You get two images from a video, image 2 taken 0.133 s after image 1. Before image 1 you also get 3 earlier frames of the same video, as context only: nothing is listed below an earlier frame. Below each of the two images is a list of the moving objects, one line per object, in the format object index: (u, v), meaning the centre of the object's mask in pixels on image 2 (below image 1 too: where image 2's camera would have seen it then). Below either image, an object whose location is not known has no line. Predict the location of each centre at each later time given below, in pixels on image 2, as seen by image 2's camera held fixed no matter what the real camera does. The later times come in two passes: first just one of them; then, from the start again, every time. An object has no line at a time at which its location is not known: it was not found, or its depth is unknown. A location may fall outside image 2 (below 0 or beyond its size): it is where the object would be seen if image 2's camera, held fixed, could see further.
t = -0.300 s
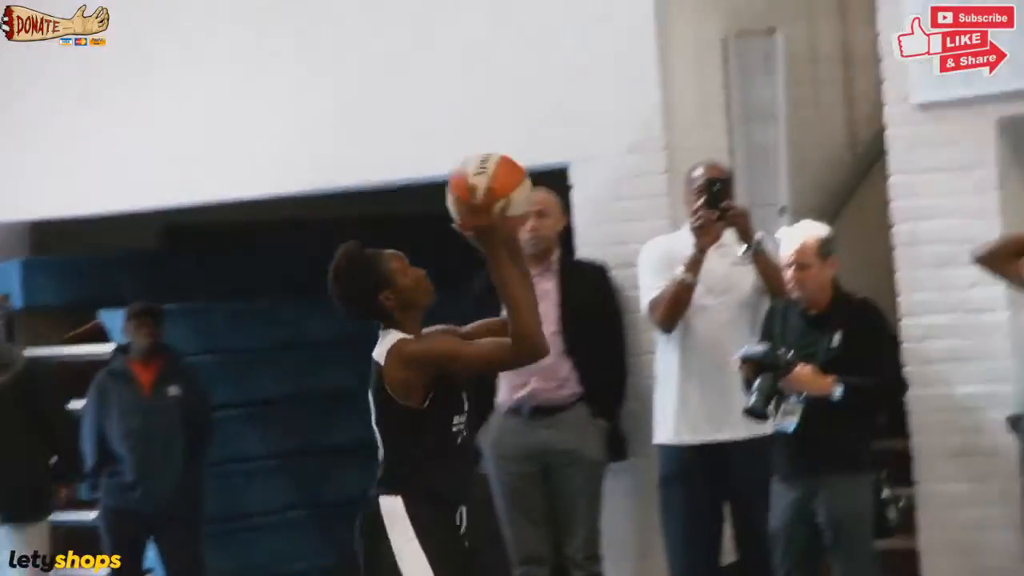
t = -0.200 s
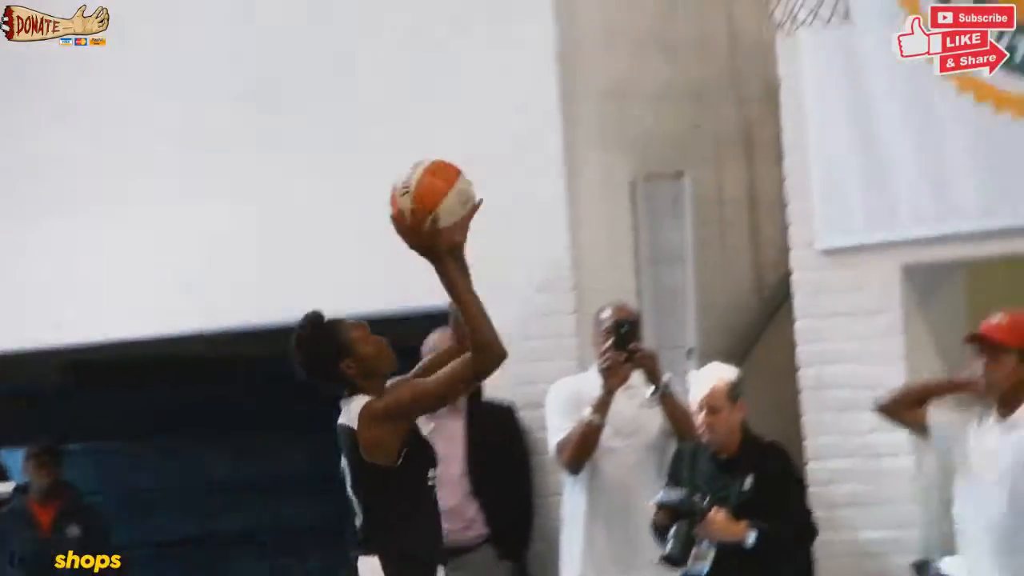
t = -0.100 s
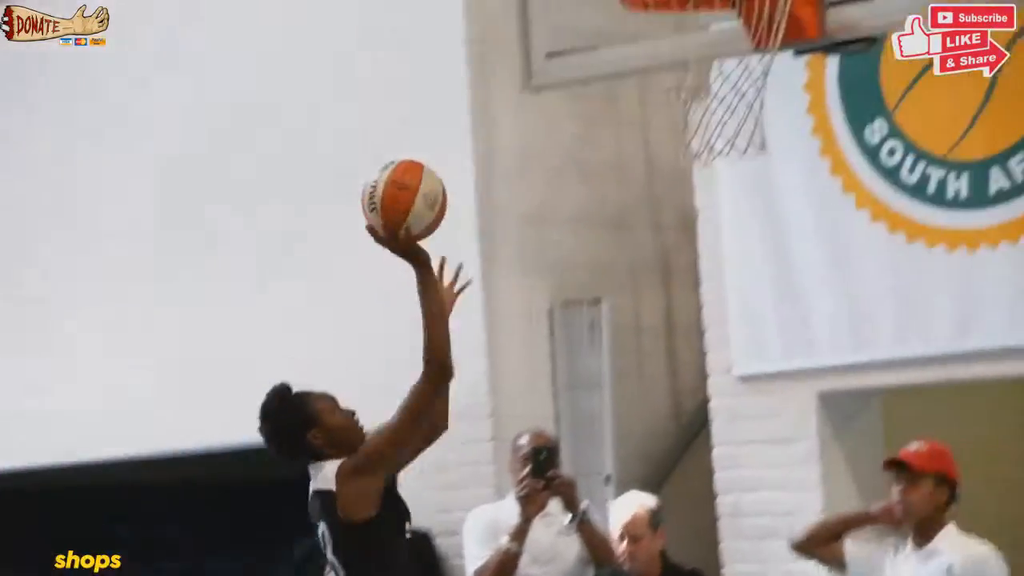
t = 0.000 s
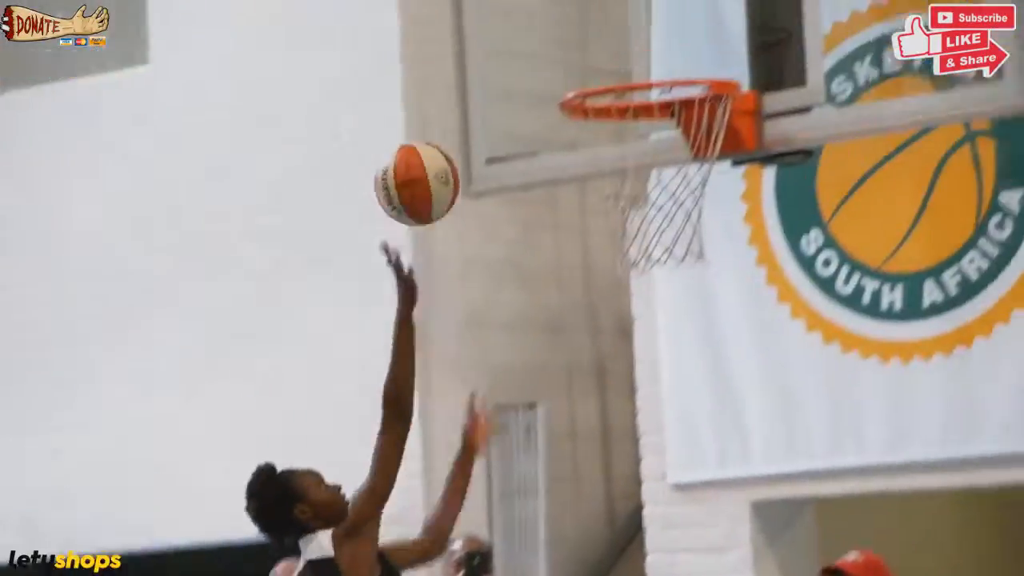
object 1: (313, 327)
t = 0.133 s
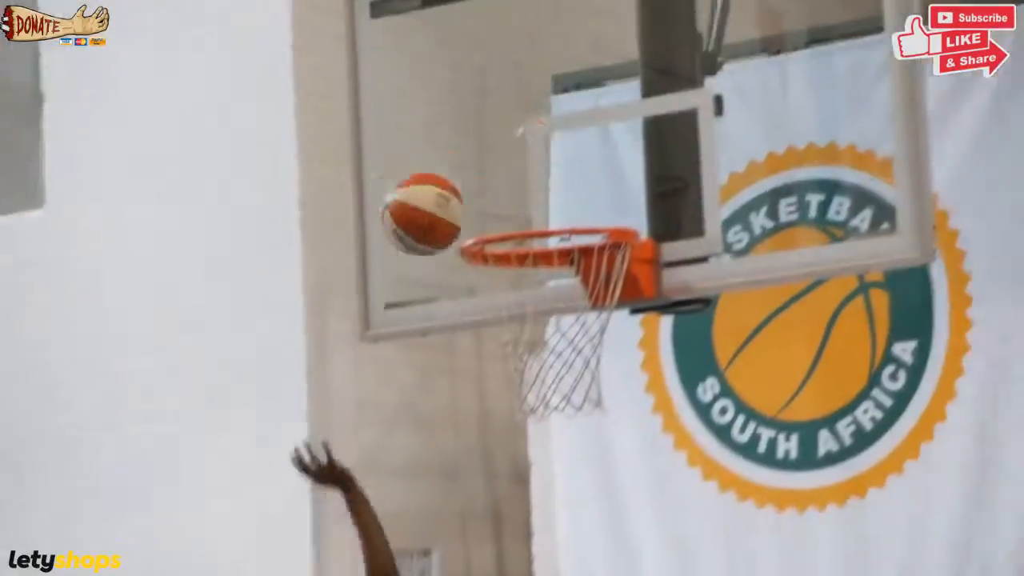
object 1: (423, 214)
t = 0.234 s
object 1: (503, 164)
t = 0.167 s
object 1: (450, 194)
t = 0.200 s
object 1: (476, 178)
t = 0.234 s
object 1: (503, 164)
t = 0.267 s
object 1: (517, 156)
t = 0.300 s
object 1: (517, 153)
